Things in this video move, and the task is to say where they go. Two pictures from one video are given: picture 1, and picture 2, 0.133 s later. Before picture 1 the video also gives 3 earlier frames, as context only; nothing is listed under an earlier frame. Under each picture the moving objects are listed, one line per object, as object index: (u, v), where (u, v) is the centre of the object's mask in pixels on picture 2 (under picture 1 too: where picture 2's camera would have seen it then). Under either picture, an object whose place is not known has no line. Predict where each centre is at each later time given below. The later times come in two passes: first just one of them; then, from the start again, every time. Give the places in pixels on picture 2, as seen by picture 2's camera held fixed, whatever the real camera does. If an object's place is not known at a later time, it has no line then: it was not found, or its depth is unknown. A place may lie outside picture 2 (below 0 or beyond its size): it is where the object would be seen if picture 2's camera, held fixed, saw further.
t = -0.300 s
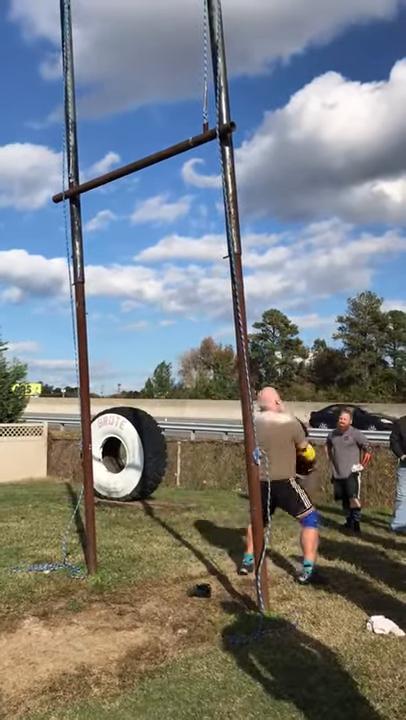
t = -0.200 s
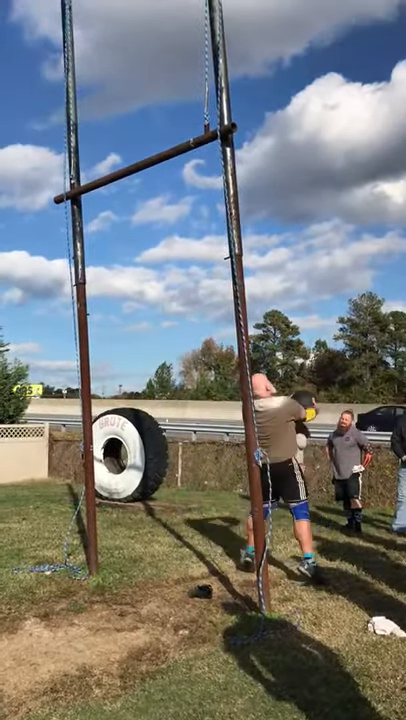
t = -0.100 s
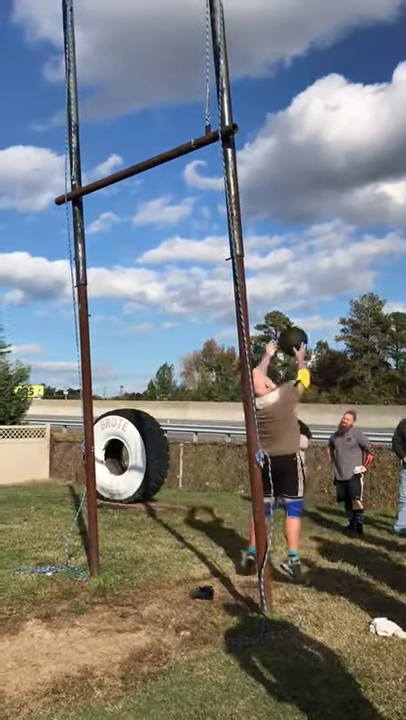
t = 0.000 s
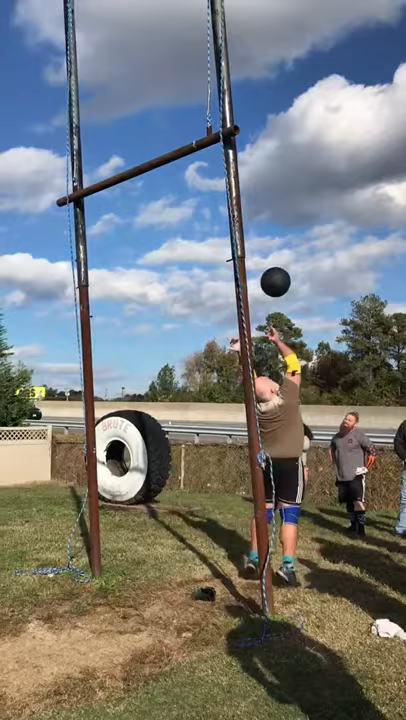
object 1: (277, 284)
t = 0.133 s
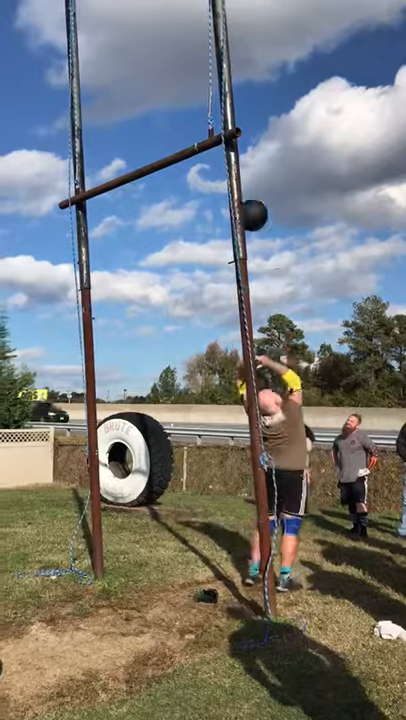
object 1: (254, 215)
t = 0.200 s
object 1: (246, 186)
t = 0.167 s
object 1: (250, 200)
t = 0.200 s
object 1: (246, 186)
